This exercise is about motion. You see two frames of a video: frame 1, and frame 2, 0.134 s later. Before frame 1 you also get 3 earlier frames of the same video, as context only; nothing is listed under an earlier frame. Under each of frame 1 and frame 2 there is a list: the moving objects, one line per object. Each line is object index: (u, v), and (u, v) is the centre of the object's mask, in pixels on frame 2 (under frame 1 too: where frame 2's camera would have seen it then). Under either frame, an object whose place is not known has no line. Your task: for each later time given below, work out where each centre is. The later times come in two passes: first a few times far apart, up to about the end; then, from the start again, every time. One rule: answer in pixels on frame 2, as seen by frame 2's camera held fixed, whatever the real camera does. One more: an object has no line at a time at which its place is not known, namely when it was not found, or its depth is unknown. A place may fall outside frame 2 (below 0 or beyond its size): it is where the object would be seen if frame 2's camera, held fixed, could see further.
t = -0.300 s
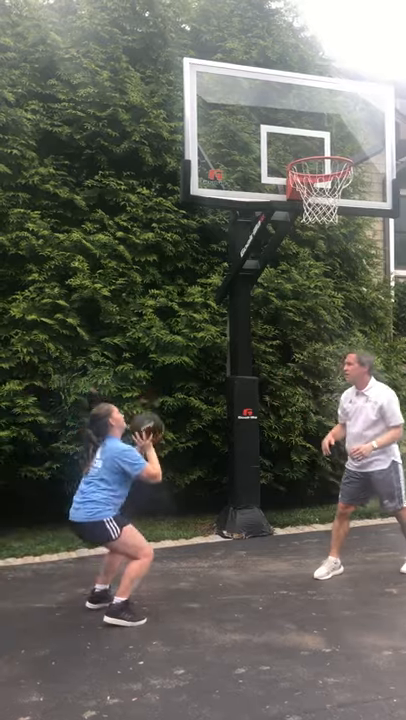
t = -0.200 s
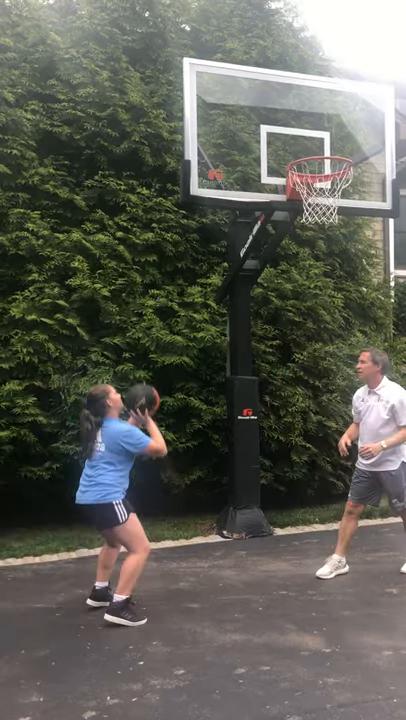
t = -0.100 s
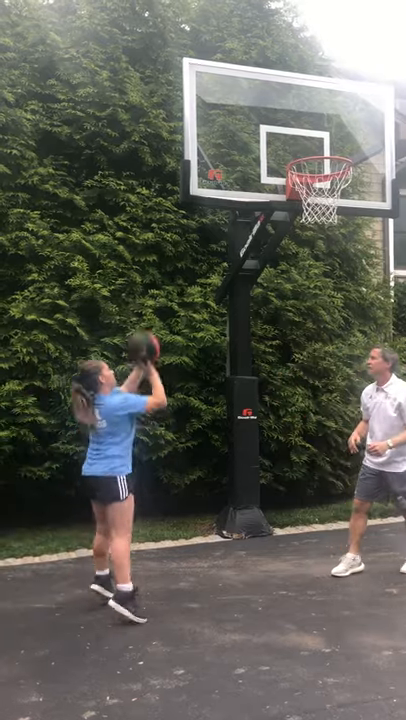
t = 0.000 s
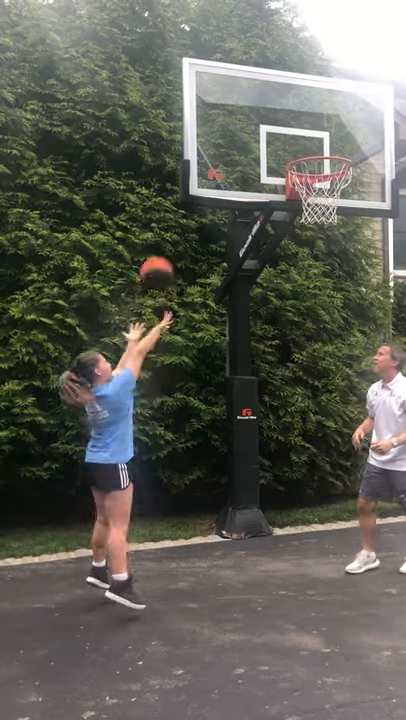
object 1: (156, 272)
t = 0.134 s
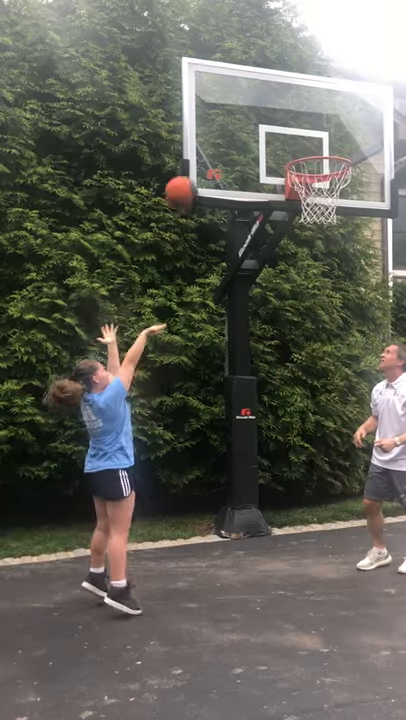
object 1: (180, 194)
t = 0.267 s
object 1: (209, 142)
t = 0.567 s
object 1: (263, 110)
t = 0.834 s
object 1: (293, 132)
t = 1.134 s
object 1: (289, 151)
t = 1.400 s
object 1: (288, 286)
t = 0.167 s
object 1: (187, 178)
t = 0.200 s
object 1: (193, 164)
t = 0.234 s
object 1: (202, 152)
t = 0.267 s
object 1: (209, 142)
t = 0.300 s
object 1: (216, 131)
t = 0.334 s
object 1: (222, 122)
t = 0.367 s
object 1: (227, 116)
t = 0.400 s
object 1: (234, 111)
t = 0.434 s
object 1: (240, 107)
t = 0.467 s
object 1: (244, 104)
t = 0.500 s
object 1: (250, 104)
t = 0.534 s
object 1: (257, 106)
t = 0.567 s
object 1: (263, 110)
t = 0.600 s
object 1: (269, 116)
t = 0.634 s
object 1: (275, 123)
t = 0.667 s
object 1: (283, 129)
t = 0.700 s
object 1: (290, 137)
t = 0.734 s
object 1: (294, 146)
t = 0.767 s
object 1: (295, 140)
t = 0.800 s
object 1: (294, 136)
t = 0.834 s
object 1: (293, 132)
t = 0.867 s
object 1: (292, 124)
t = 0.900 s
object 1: (292, 122)
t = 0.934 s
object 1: (292, 122)
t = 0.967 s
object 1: (291, 122)
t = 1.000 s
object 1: (291, 123)
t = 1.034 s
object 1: (290, 129)
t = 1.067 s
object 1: (290, 134)
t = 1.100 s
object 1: (289, 142)
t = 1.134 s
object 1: (289, 151)
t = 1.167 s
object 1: (289, 162)
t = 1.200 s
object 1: (288, 175)
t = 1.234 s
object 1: (289, 188)
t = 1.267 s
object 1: (290, 203)
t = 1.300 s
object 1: (289, 221)
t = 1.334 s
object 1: (288, 241)
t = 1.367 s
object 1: (288, 264)
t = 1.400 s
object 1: (288, 286)
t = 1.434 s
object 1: (288, 311)
